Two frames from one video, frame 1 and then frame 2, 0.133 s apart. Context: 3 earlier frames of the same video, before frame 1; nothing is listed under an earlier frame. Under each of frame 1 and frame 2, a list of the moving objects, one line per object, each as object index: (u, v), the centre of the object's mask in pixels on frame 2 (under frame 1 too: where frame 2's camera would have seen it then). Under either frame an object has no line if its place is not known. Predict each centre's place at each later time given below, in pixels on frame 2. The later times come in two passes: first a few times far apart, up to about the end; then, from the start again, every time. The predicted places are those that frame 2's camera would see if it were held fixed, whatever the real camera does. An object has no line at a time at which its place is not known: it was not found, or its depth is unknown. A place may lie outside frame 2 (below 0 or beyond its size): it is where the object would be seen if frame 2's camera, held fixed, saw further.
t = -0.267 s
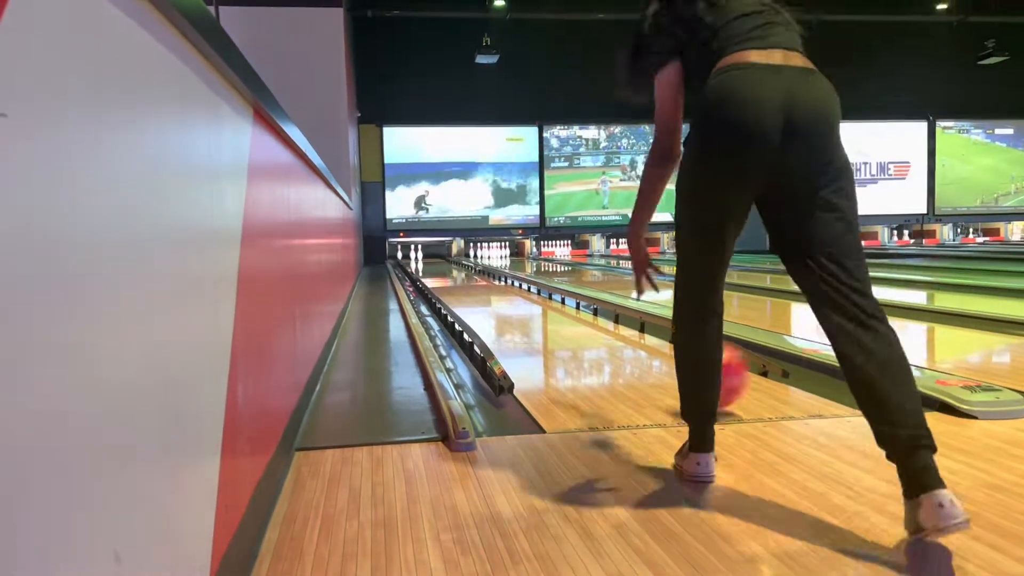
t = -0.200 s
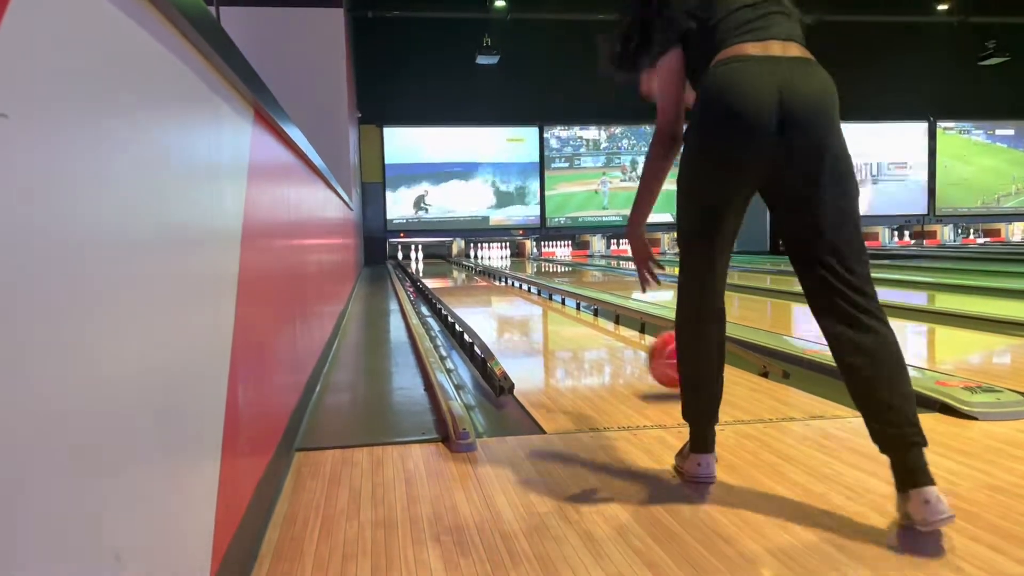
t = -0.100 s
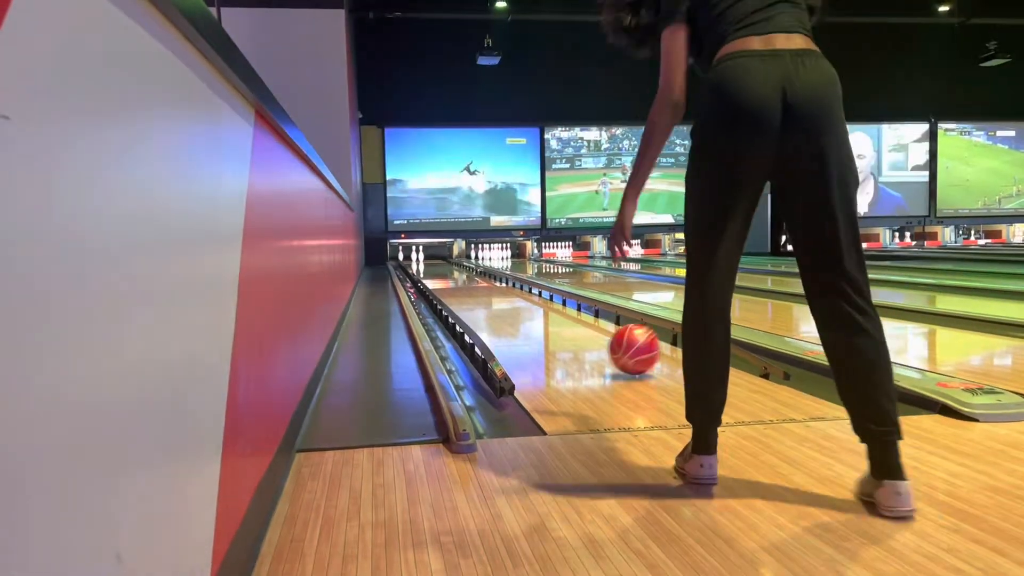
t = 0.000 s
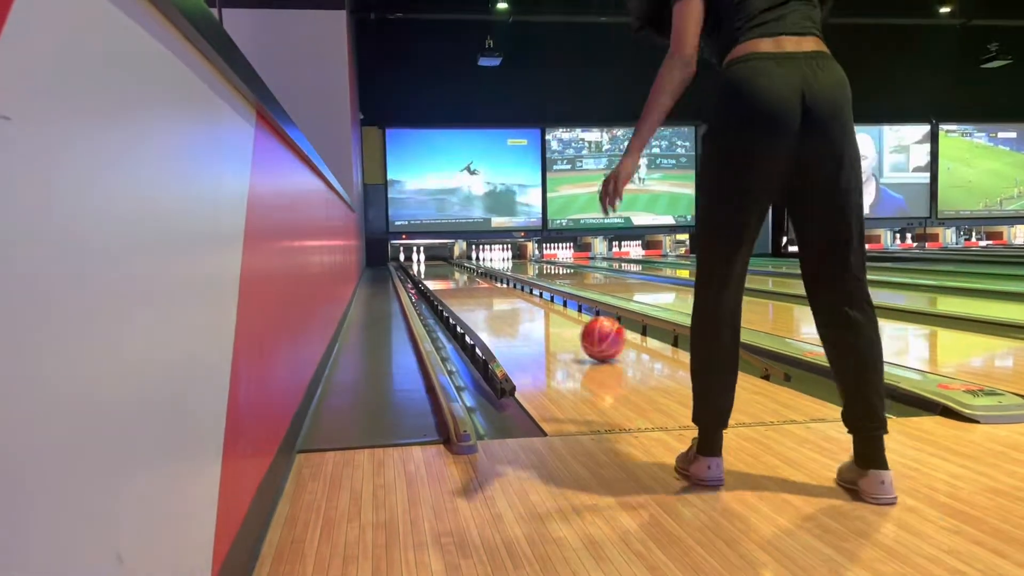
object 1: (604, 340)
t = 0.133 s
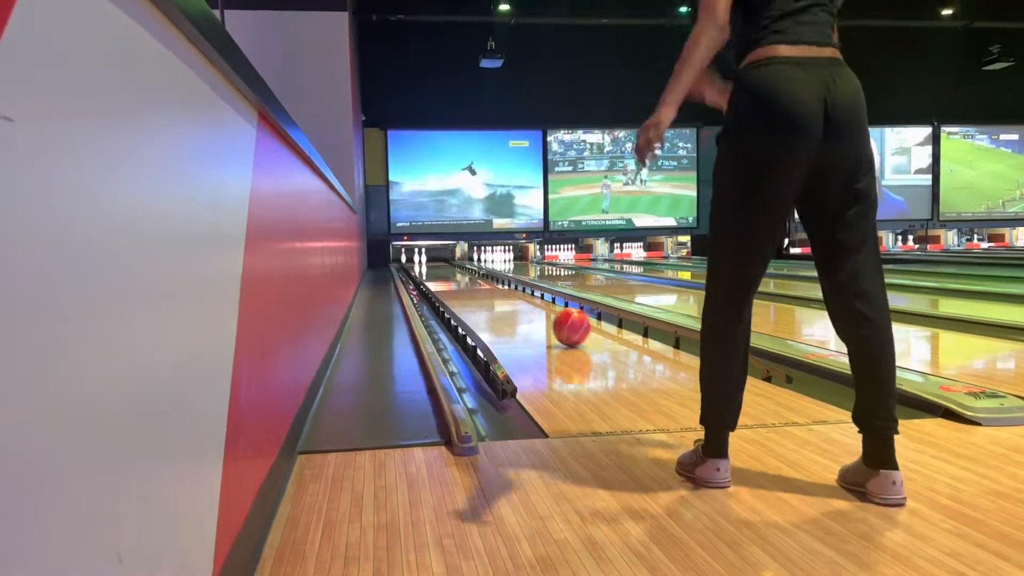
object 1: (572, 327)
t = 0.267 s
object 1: (547, 317)
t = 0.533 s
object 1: (513, 302)
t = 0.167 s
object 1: (565, 324)
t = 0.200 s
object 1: (558, 322)
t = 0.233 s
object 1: (553, 319)
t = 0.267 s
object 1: (547, 317)
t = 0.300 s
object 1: (542, 315)
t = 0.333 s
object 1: (537, 313)
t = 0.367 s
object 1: (533, 310)
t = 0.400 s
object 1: (529, 309)
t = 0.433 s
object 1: (525, 307)
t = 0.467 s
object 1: (521, 305)
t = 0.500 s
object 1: (517, 303)
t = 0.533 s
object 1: (513, 302)
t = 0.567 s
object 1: (510, 301)
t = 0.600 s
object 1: (506, 299)
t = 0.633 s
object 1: (500, 299)
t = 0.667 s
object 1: (494, 296)
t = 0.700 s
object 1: (489, 294)
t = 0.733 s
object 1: (485, 292)
